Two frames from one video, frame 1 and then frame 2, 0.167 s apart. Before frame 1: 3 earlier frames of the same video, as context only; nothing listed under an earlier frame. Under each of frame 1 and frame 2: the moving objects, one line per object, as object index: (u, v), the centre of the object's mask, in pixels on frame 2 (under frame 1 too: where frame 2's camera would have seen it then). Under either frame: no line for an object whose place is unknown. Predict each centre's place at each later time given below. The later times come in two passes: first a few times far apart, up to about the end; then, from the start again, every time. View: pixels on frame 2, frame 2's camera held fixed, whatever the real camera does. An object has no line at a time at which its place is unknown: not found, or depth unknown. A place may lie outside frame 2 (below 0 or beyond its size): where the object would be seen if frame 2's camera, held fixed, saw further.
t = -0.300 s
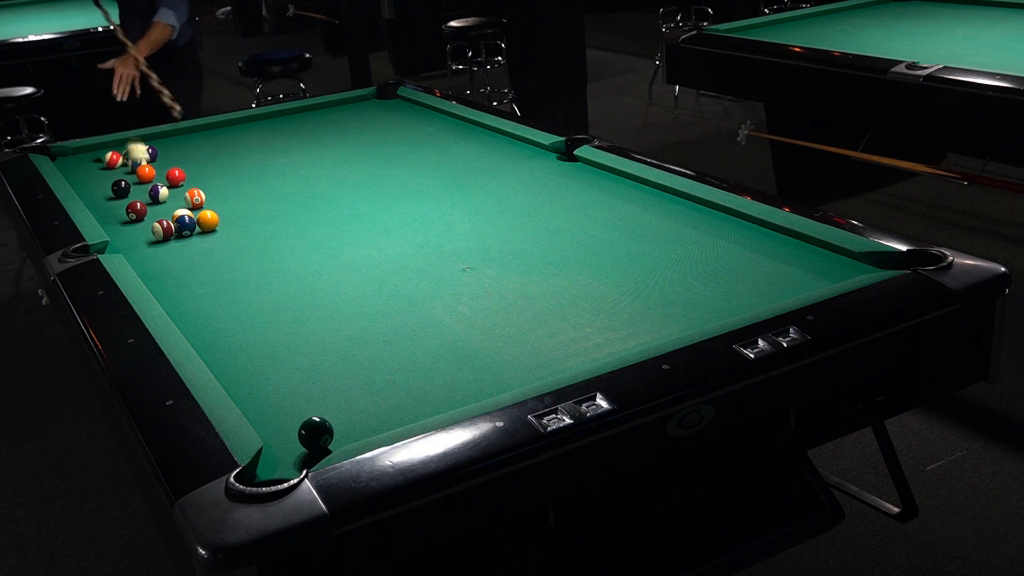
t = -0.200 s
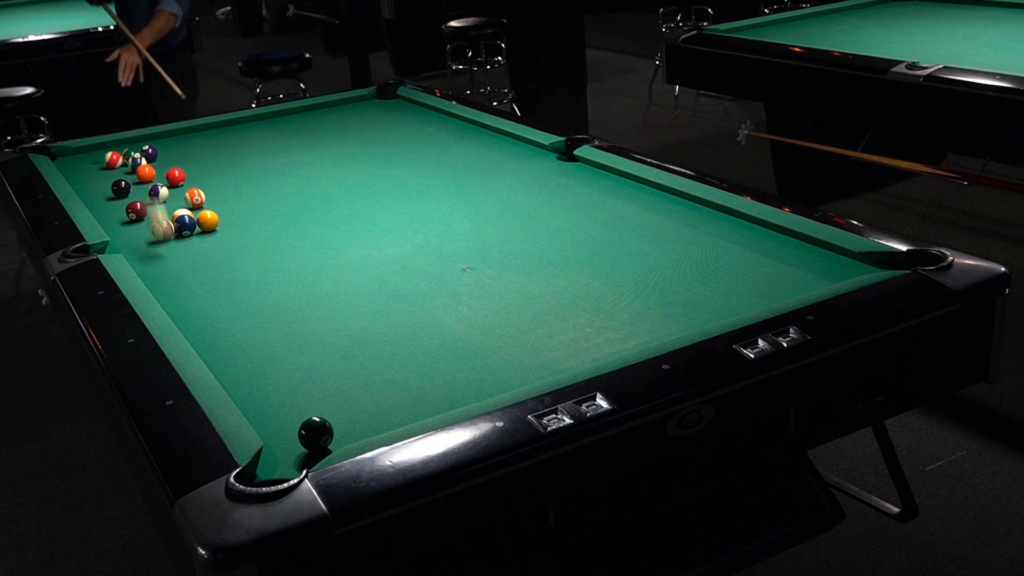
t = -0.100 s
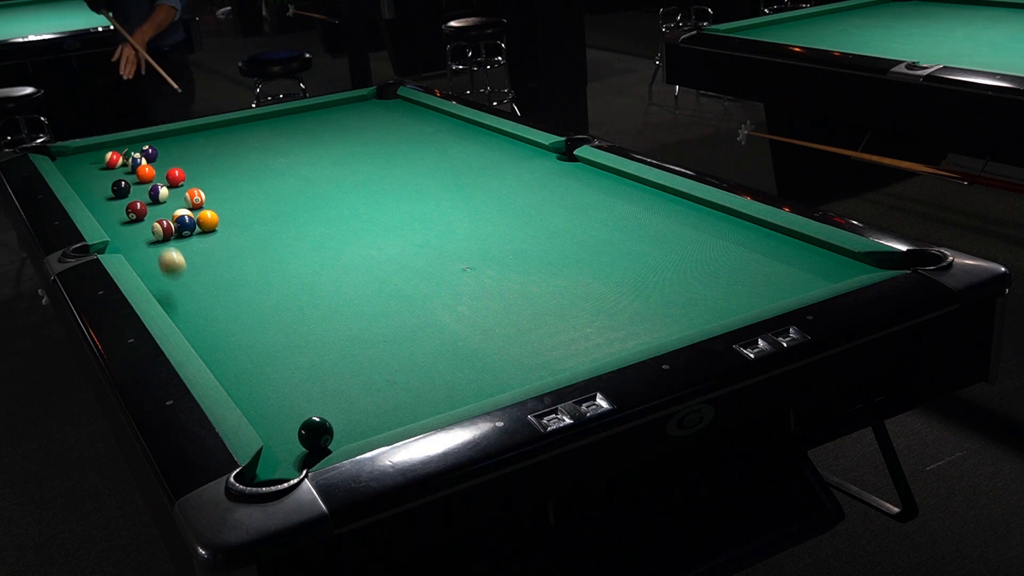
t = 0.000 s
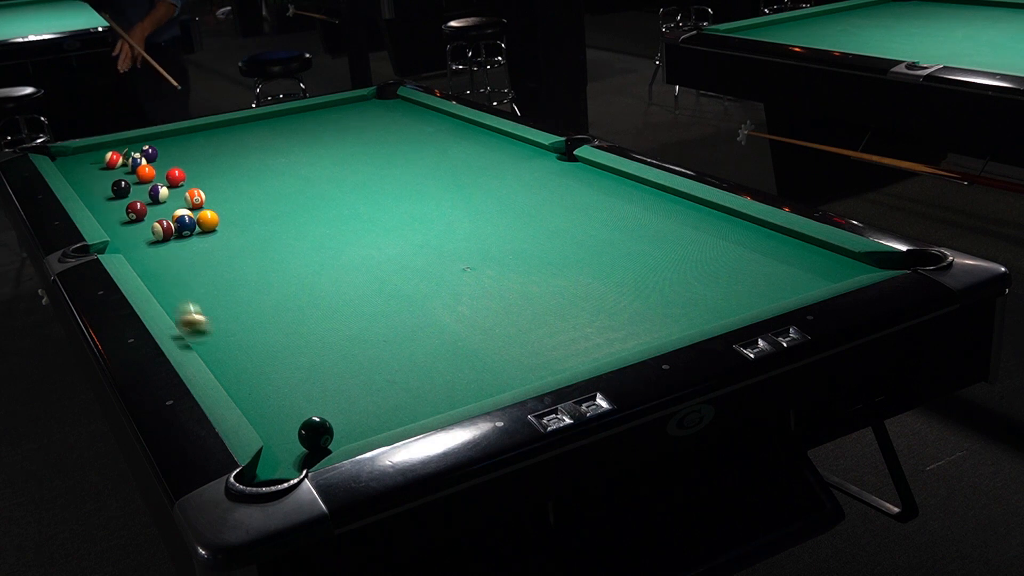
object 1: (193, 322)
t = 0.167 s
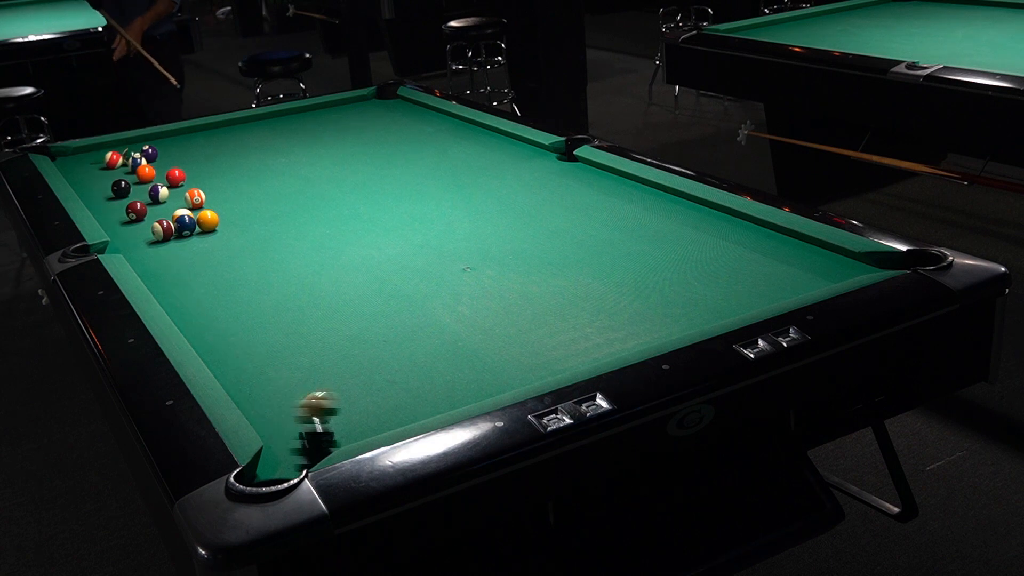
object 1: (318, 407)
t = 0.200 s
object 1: (336, 399)
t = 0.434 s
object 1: (451, 389)
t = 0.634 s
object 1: (490, 365)
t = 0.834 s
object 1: (529, 342)
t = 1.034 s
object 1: (563, 320)
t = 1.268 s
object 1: (599, 298)
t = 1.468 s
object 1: (627, 281)
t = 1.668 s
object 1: (652, 266)
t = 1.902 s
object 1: (678, 250)
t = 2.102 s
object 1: (698, 237)
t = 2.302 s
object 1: (717, 226)
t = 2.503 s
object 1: (734, 217)
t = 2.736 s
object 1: (711, 219)
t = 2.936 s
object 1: (693, 221)
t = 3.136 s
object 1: (677, 223)
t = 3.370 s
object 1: (661, 225)
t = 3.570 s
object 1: (648, 227)
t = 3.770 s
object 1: (638, 228)
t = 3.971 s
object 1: (629, 229)
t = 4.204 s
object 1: (621, 230)
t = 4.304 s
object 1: (619, 230)
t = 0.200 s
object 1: (336, 399)
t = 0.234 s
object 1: (355, 394)
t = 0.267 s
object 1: (375, 396)
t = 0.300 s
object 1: (395, 403)
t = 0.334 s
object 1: (416, 406)
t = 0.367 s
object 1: (434, 402)
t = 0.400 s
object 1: (446, 395)
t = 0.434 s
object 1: (451, 389)
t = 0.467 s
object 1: (457, 388)
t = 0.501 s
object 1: (463, 382)
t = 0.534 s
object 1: (469, 378)
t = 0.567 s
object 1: (476, 373)
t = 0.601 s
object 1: (483, 369)
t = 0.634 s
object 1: (490, 365)
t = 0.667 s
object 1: (497, 361)
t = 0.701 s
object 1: (503, 357)
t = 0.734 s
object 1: (510, 353)
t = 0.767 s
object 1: (516, 349)
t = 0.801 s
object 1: (522, 345)
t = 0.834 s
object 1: (529, 342)
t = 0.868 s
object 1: (534, 337)
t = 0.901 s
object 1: (540, 334)
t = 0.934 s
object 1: (546, 330)
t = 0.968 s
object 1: (552, 327)
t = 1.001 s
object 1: (557, 323)
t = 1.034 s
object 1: (563, 320)
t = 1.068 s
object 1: (568, 317)
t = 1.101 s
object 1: (574, 313)
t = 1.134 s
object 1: (579, 310)
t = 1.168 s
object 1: (584, 307)
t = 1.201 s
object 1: (589, 304)
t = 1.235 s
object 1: (594, 301)
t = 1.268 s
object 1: (599, 298)
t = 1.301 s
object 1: (604, 295)
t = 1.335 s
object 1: (608, 292)
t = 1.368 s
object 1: (613, 289)
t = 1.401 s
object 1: (618, 286)
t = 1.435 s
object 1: (622, 283)
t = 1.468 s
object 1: (627, 281)
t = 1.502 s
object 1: (631, 278)
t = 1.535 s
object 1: (635, 275)
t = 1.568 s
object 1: (639, 273)
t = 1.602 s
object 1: (643, 271)
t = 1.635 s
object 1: (647, 268)
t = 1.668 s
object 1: (652, 266)
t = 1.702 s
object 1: (656, 263)
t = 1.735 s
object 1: (659, 261)
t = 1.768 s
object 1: (663, 259)
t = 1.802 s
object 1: (667, 256)
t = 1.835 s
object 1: (670, 254)
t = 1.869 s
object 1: (674, 252)
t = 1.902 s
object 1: (678, 250)
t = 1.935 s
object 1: (681, 247)
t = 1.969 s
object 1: (685, 245)
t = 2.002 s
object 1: (688, 243)
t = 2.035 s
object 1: (691, 241)
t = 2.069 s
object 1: (695, 239)
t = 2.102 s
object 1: (698, 237)
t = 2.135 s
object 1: (701, 236)
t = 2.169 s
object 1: (705, 234)
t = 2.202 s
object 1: (708, 231)
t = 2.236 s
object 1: (711, 230)
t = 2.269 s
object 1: (714, 228)
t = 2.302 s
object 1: (717, 226)
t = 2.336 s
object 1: (720, 224)
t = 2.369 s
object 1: (723, 223)
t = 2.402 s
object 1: (726, 221)
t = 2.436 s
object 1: (728, 219)
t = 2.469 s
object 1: (731, 218)
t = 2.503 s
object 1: (734, 217)
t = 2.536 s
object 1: (731, 217)
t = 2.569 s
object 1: (728, 217)
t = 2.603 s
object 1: (724, 218)
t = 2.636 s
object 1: (721, 218)
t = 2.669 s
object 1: (718, 218)
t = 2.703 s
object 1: (715, 219)
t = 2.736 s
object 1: (711, 219)
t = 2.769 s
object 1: (708, 219)
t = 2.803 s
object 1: (705, 220)
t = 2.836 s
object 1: (702, 220)
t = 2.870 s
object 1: (699, 220)
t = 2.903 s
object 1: (696, 221)
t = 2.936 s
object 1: (693, 221)
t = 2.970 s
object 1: (690, 221)
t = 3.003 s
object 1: (688, 222)
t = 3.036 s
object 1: (685, 222)
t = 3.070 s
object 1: (683, 222)
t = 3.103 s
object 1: (680, 222)
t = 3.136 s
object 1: (677, 223)
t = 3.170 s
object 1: (675, 223)
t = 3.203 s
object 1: (672, 224)
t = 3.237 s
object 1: (670, 224)
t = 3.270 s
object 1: (667, 224)
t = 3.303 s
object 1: (665, 225)
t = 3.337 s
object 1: (663, 225)
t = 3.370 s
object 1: (661, 225)
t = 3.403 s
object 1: (659, 225)
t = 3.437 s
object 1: (657, 226)
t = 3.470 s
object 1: (654, 226)
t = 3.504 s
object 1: (652, 226)
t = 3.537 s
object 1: (650, 227)
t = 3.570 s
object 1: (648, 227)
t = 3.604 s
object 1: (647, 227)
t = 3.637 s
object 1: (645, 227)
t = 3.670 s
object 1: (643, 227)
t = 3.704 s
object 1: (641, 227)
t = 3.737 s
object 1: (640, 228)
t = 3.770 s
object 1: (638, 228)
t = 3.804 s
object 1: (636, 228)
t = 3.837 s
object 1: (635, 228)
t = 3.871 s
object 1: (633, 229)
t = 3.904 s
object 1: (632, 229)
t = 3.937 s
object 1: (631, 229)
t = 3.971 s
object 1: (629, 229)
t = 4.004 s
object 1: (628, 229)
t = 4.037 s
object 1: (627, 229)
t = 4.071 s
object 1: (625, 229)
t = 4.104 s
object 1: (624, 230)
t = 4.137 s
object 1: (623, 230)
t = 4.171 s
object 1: (622, 230)
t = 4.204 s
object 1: (621, 230)
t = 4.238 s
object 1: (620, 230)
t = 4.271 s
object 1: (619, 230)
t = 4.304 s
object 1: (619, 230)
